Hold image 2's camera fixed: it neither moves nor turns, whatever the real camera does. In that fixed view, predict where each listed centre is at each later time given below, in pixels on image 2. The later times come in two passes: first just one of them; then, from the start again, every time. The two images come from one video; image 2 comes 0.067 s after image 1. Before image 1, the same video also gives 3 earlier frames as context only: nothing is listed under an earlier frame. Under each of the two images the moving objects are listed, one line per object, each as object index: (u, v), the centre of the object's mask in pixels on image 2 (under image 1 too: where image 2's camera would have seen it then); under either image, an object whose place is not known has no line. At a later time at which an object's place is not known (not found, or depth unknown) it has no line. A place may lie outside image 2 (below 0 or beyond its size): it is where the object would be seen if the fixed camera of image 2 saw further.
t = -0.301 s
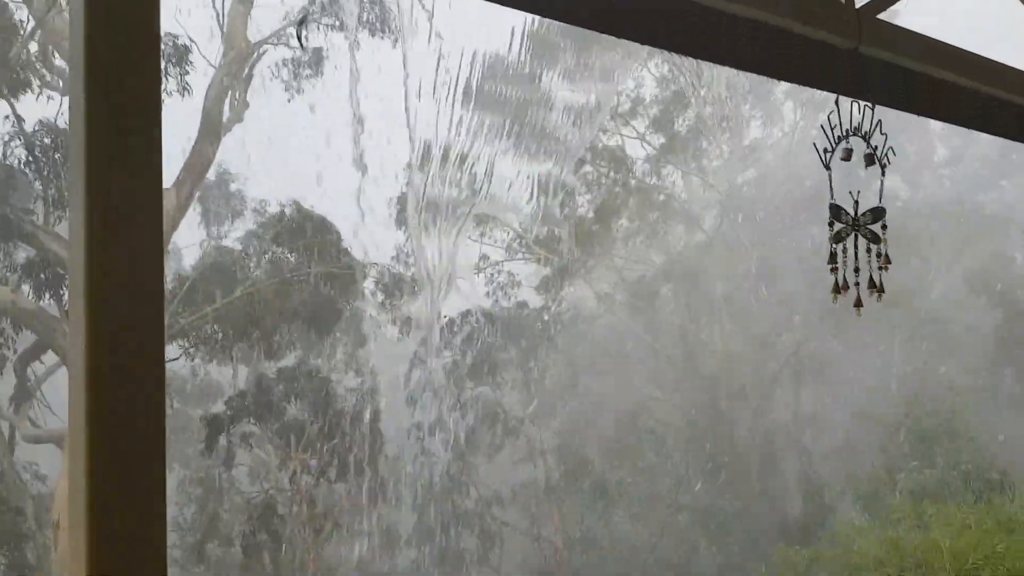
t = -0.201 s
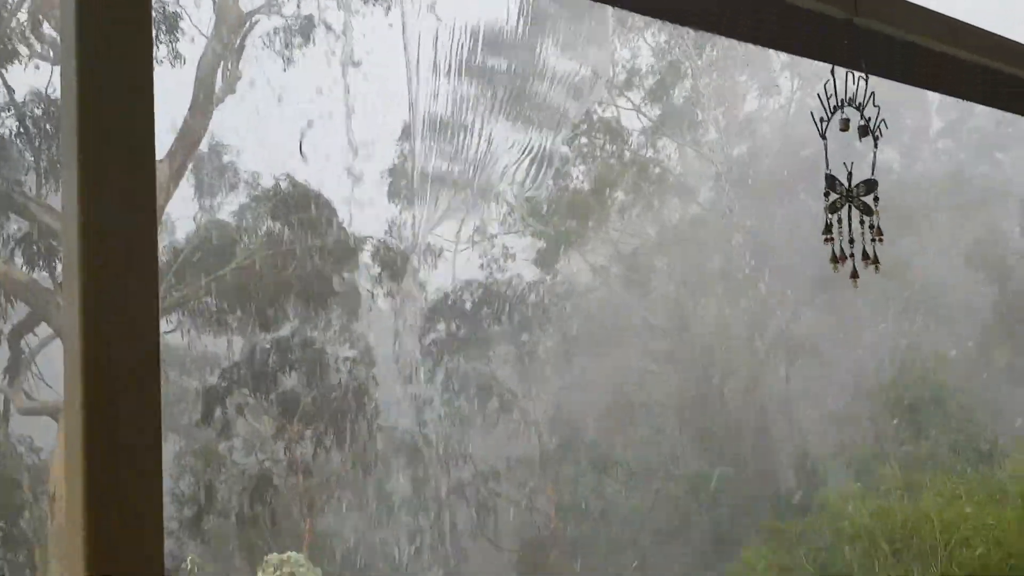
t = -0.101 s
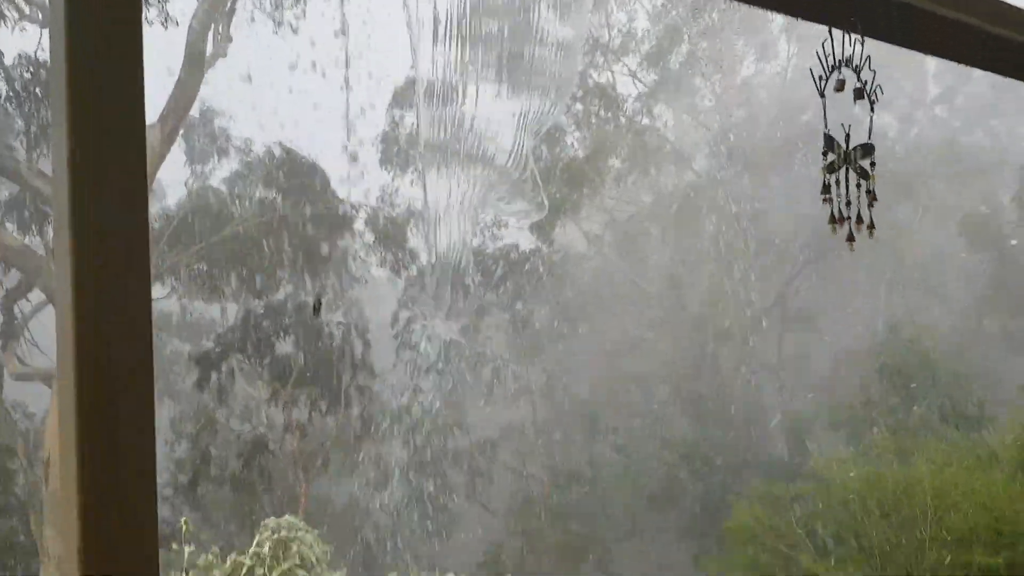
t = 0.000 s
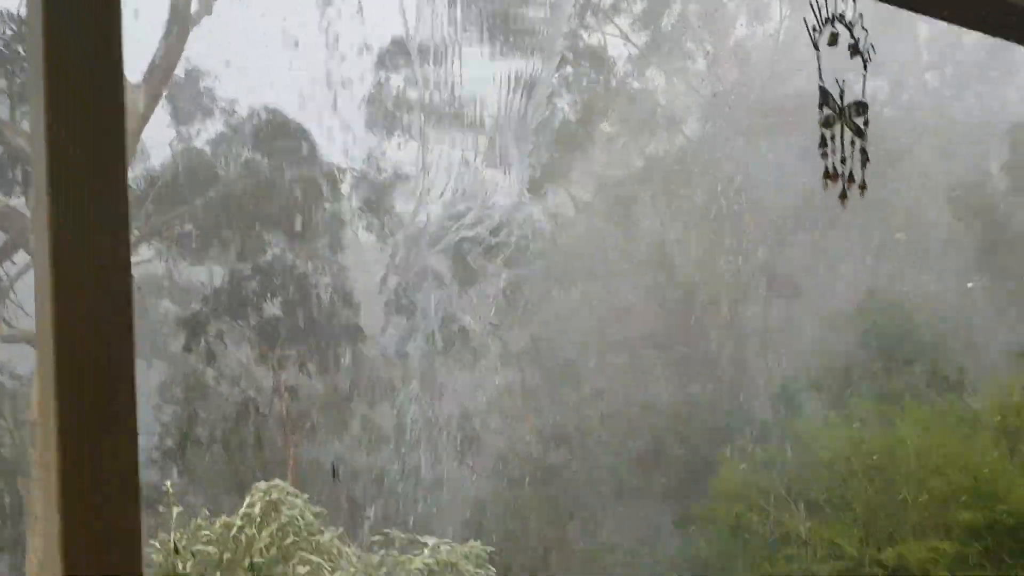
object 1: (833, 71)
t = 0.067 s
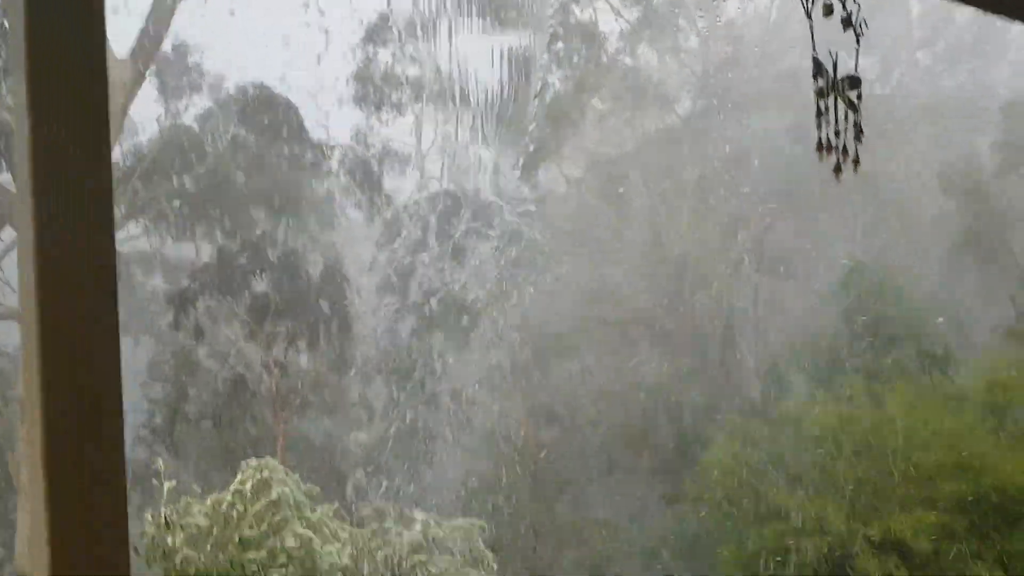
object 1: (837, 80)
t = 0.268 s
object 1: (851, 109)
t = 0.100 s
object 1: (839, 95)
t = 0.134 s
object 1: (841, 101)
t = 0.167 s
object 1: (842, 103)
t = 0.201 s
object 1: (844, 103)
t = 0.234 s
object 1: (847, 105)
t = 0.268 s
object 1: (851, 109)
